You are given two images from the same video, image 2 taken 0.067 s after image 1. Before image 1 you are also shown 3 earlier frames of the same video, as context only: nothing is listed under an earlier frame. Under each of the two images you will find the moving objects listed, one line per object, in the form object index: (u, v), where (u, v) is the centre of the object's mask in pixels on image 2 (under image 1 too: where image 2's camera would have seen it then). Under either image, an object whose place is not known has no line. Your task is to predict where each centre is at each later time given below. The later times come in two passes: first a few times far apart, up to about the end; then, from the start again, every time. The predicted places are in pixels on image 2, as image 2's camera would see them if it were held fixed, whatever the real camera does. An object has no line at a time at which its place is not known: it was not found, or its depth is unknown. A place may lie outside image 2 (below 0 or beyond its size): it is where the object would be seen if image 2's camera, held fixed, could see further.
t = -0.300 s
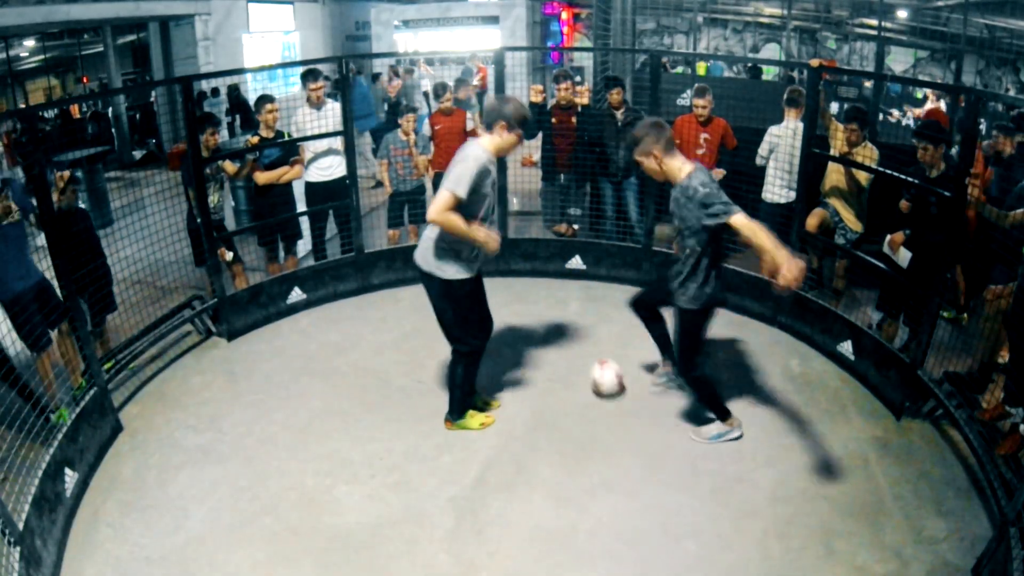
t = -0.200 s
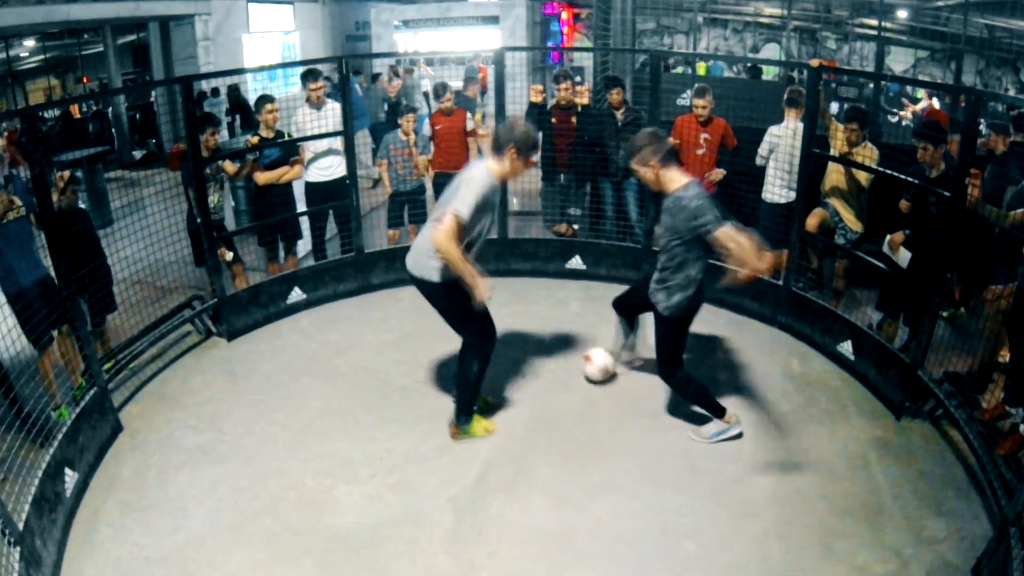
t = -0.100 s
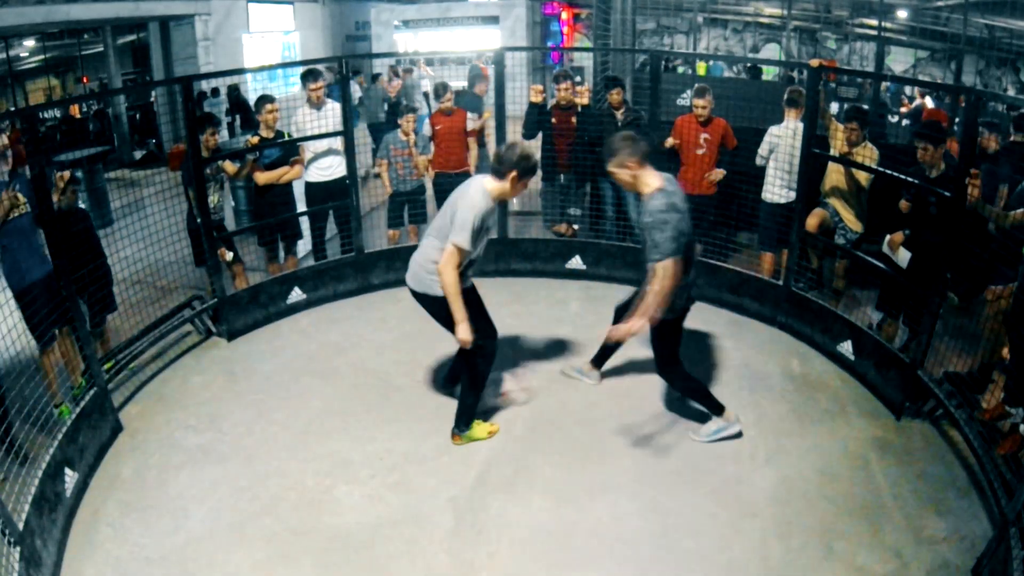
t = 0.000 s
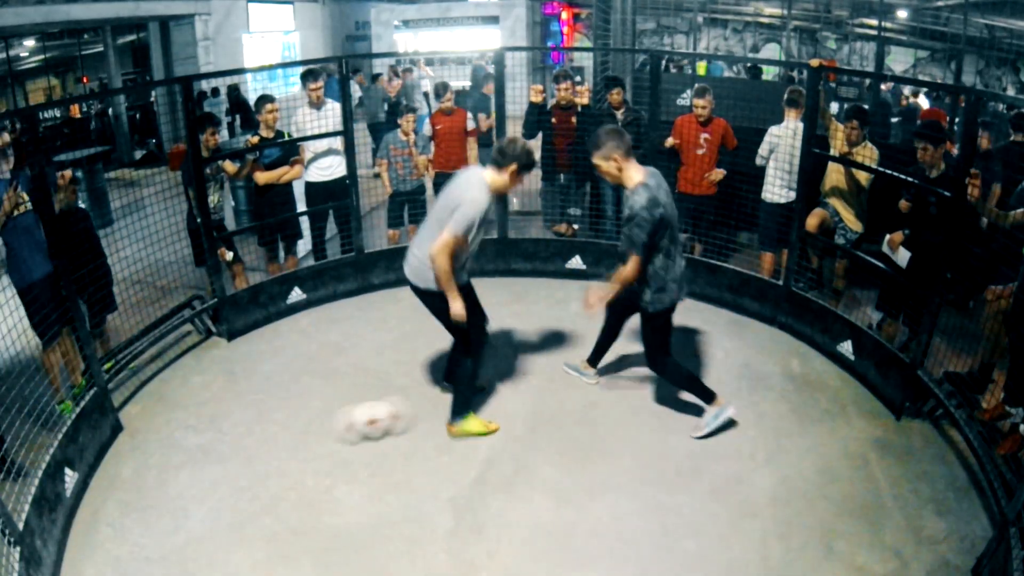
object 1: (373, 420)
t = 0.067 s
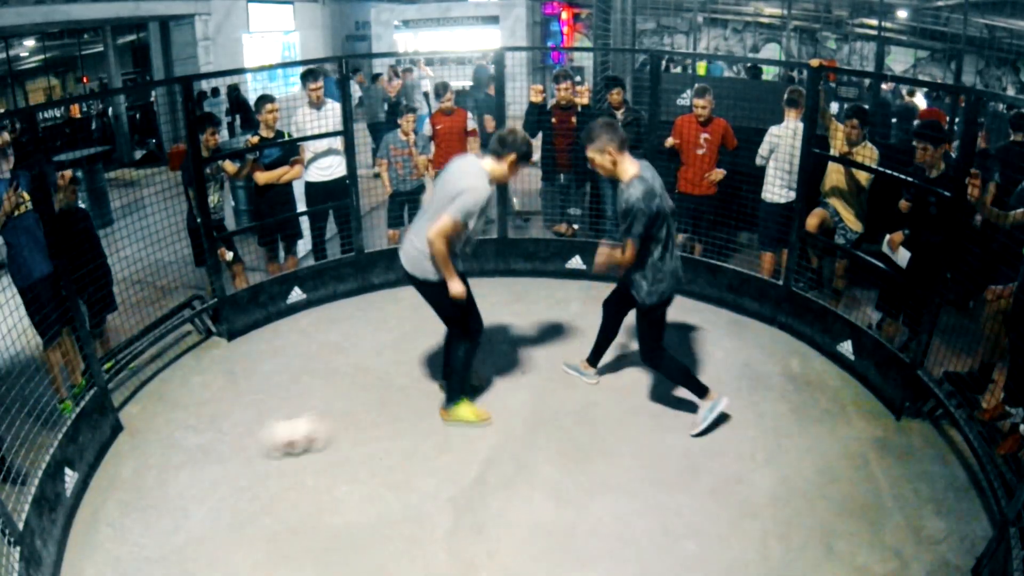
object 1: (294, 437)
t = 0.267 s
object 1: (98, 468)
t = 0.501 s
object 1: (194, 444)
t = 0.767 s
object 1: (299, 461)
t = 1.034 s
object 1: (363, 460)
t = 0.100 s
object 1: (259, 442)
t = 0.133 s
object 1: (223, 448)
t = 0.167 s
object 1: (190, 455)
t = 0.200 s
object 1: (155, 462)
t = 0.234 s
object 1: (125, 467)
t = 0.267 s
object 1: (98, 468)
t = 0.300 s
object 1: (106, 464)
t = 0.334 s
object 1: (118, 460)
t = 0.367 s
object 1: (130, 447)
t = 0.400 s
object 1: (144, 444)
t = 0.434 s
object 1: (158, 442)
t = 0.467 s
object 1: (175, 442)
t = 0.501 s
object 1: (194, 444)
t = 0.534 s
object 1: (212, 448)
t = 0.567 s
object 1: (230, 454)
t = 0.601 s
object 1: (250, 461)
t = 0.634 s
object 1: (267, 466)
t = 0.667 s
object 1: (274, 464)
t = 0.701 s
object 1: (282, 462)
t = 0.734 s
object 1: (290, 461)
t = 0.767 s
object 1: (299, 461)
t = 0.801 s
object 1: (309, 463)
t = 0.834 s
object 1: (318, 465)
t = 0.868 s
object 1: (325, 463)
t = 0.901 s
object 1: (333, 463)
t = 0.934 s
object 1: (340, 462)
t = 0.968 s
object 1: (348, 461)
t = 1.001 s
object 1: (355, 461)
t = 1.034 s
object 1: (363, 460)
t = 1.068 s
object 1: (371, 459)
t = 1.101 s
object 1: (378, 458)
